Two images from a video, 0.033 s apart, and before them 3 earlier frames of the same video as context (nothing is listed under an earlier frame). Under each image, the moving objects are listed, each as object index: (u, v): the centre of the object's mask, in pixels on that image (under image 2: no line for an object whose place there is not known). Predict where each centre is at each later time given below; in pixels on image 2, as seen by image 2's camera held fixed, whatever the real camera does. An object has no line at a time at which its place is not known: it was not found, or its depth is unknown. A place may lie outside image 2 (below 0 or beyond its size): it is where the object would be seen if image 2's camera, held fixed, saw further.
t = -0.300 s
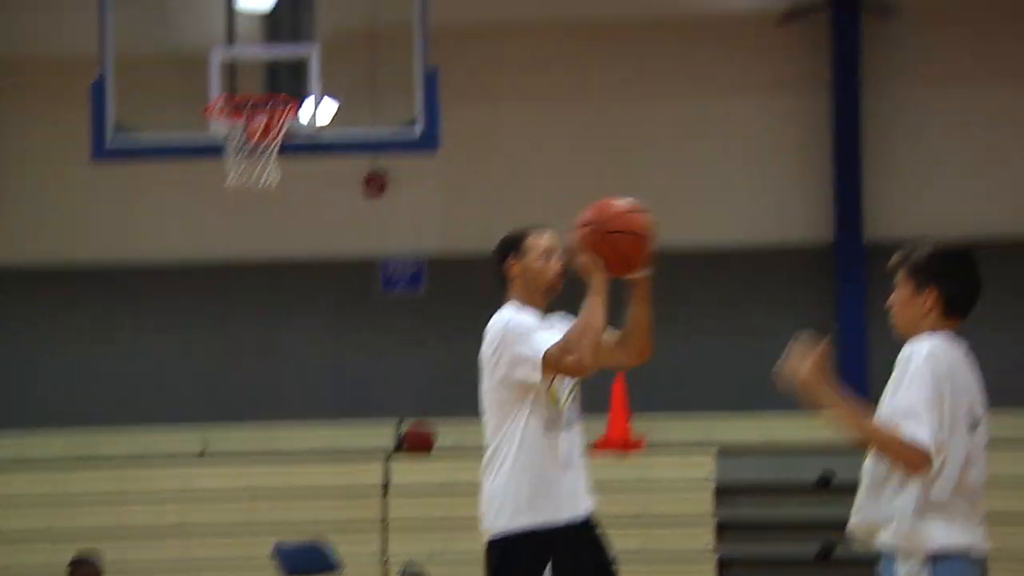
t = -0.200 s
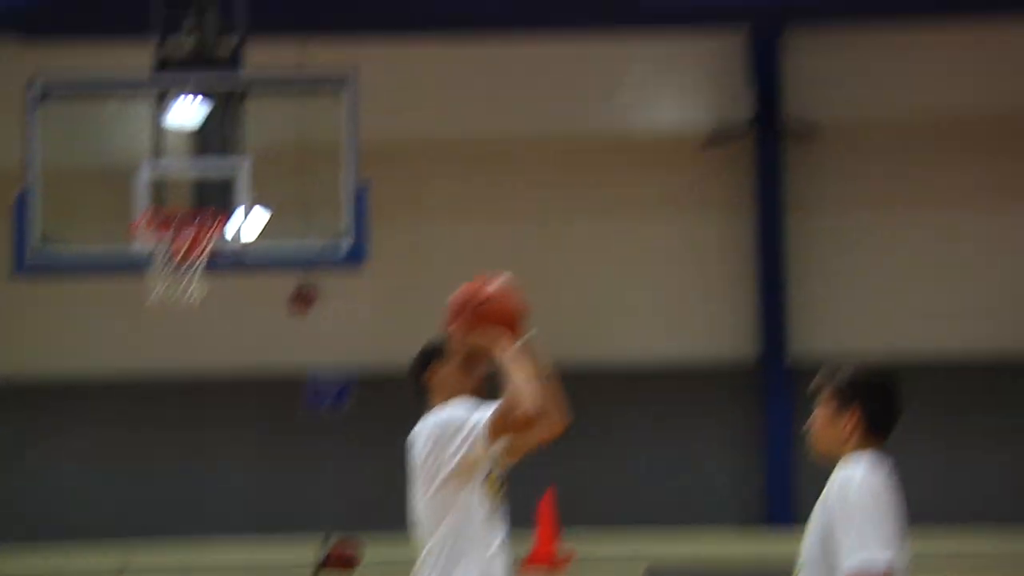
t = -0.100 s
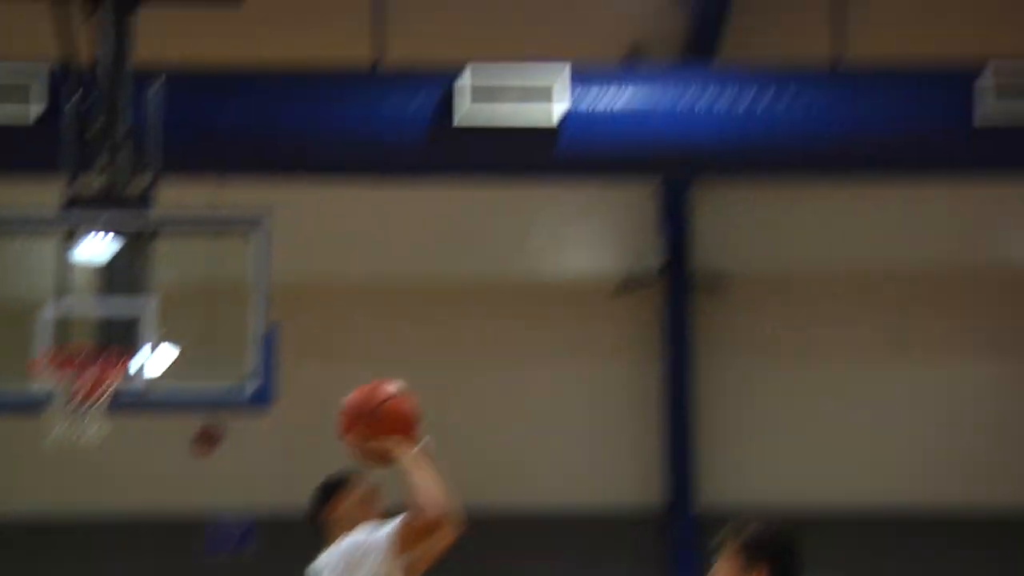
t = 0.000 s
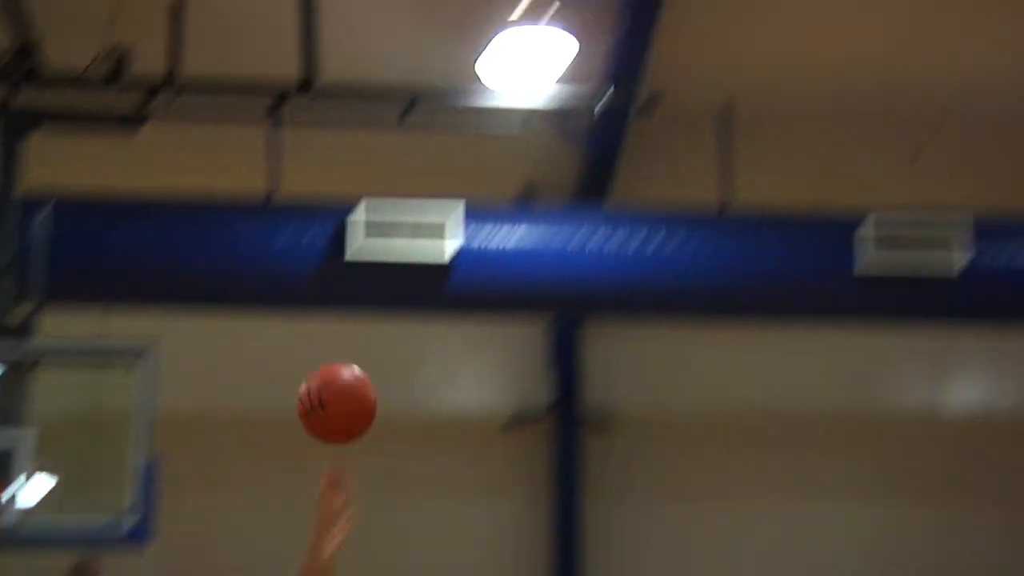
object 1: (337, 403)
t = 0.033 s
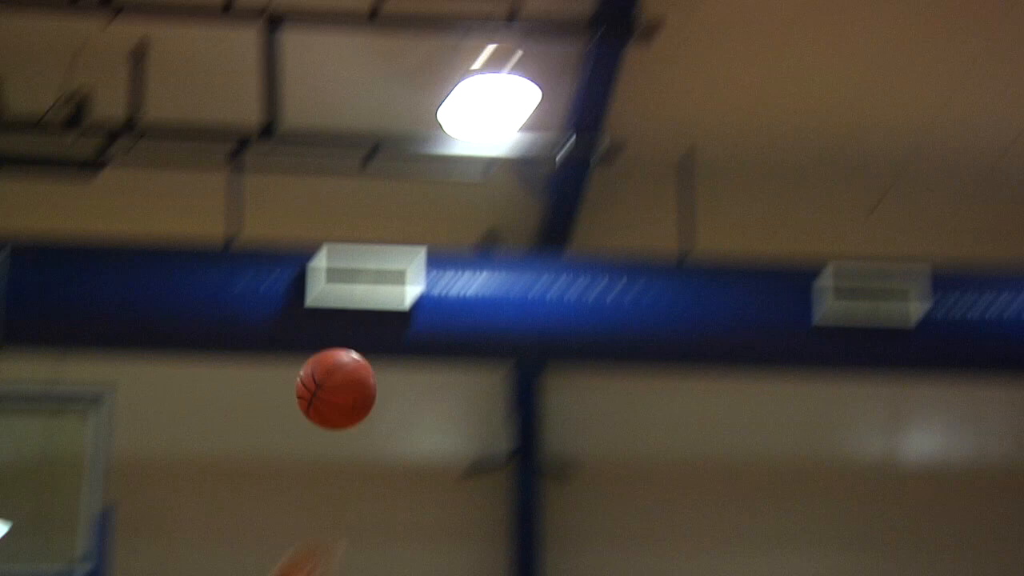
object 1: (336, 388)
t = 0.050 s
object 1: (356, 359)
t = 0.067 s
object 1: (377, 331)
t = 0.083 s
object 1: (398, 303)
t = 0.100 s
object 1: (419, 275)
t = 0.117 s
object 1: (441, 249)
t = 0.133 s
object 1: (462, 223)
